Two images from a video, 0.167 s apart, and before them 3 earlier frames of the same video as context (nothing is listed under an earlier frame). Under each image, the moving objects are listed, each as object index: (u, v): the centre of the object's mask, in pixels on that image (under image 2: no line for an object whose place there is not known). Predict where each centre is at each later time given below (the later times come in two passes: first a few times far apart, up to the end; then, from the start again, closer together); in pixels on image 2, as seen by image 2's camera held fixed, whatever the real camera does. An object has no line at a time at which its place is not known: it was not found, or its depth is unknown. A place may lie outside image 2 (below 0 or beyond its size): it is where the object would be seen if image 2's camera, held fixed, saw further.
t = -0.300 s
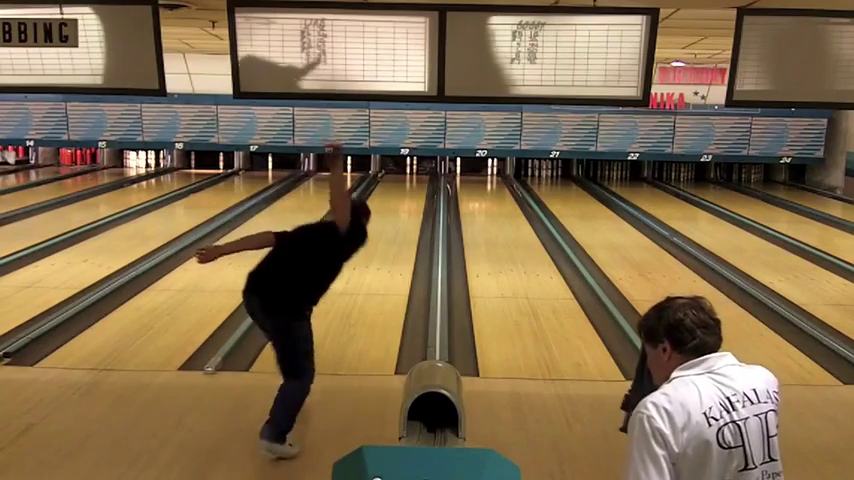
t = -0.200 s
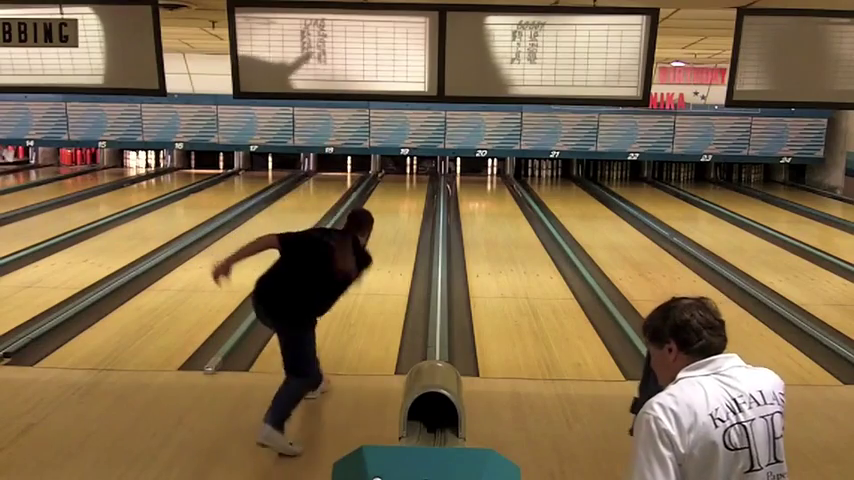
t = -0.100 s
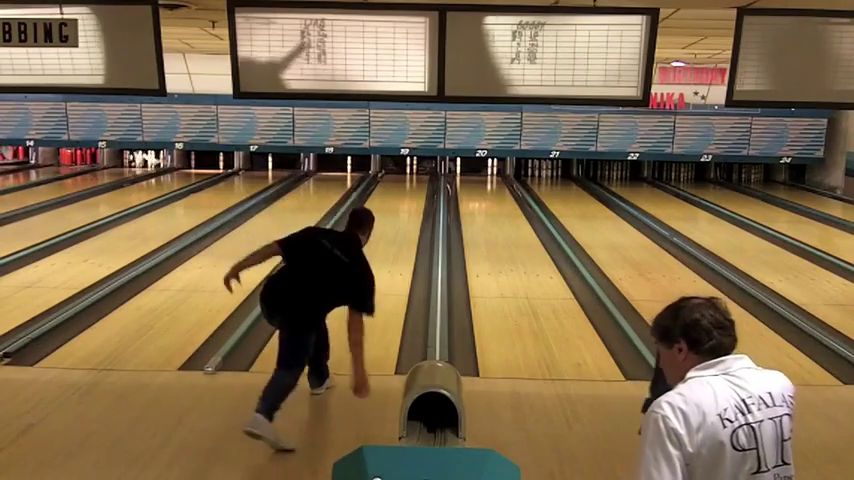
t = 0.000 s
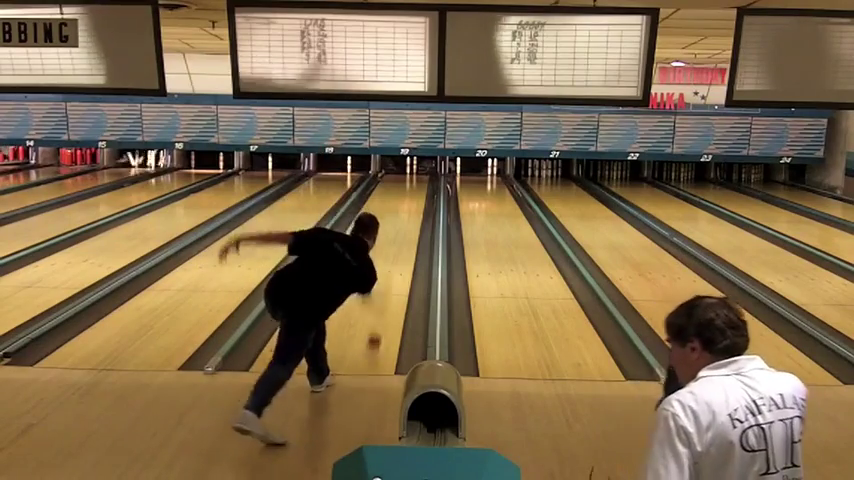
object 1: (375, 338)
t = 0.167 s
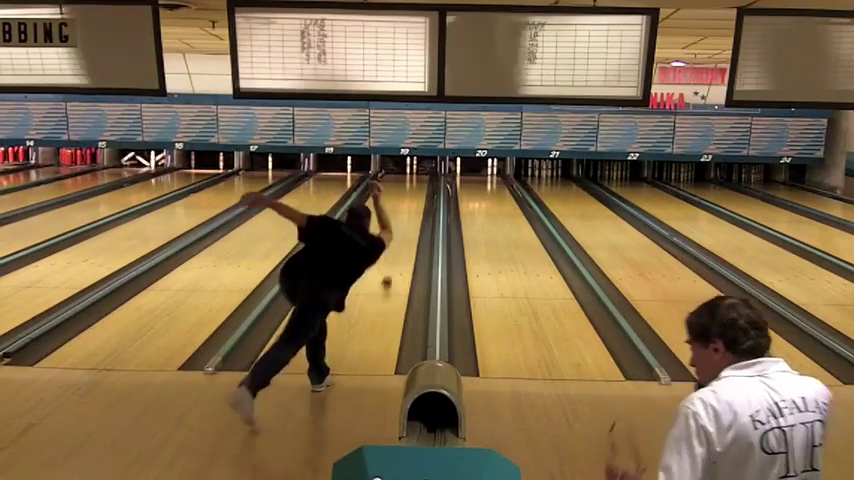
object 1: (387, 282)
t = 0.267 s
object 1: (392, 259)
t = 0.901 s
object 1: (407, 182)
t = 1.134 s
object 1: (408, 179)
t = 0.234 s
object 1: (390, 266)
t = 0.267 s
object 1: (392, 259)
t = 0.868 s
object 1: (407, 185)
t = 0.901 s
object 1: (407, 182)
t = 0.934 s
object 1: (408, 181)
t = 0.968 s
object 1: (408, 178)
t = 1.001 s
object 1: (408, 179)
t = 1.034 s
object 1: (408, 178)
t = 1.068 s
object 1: (409, 178)
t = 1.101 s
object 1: (409, 178)
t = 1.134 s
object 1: (408, 179)
